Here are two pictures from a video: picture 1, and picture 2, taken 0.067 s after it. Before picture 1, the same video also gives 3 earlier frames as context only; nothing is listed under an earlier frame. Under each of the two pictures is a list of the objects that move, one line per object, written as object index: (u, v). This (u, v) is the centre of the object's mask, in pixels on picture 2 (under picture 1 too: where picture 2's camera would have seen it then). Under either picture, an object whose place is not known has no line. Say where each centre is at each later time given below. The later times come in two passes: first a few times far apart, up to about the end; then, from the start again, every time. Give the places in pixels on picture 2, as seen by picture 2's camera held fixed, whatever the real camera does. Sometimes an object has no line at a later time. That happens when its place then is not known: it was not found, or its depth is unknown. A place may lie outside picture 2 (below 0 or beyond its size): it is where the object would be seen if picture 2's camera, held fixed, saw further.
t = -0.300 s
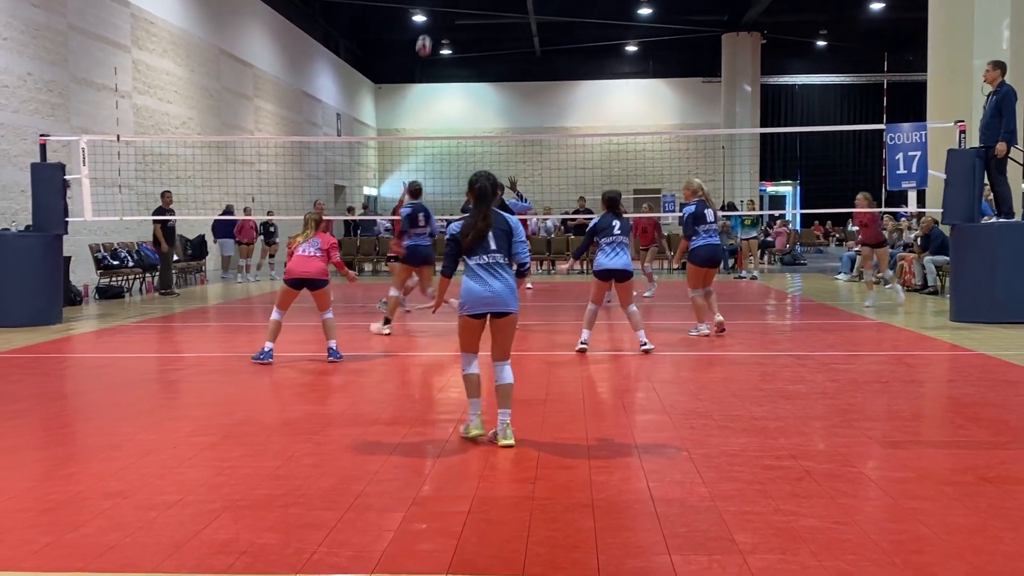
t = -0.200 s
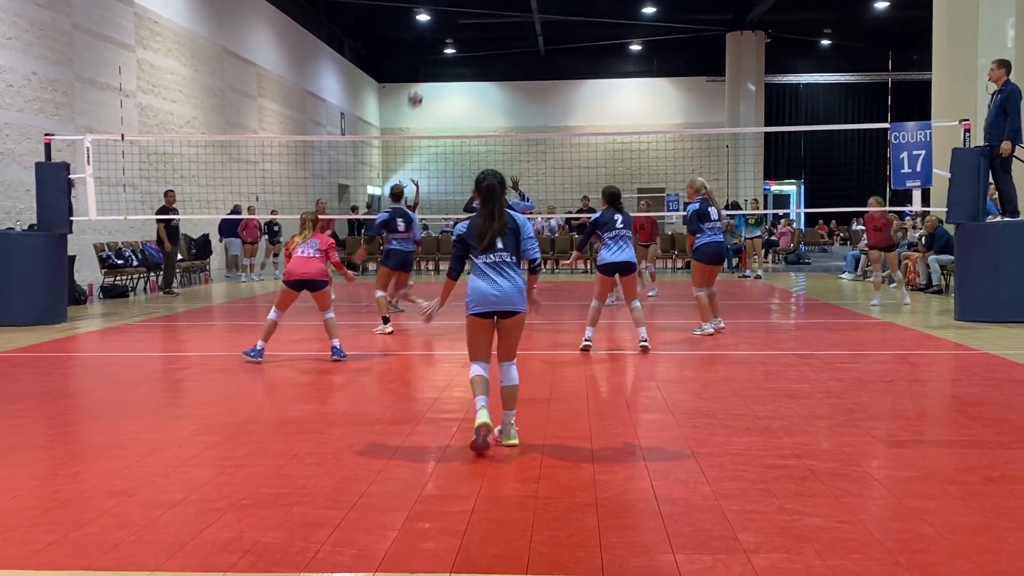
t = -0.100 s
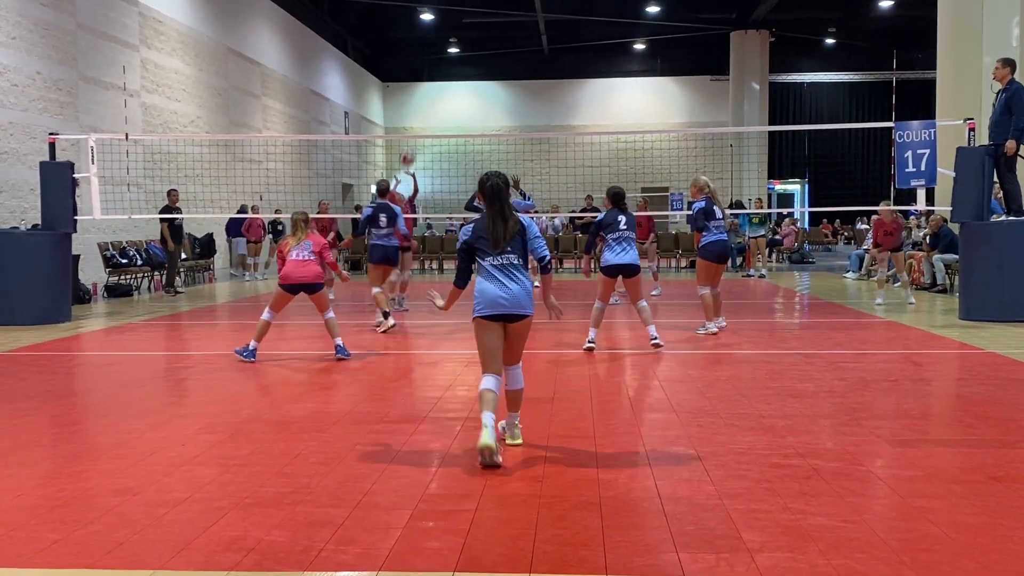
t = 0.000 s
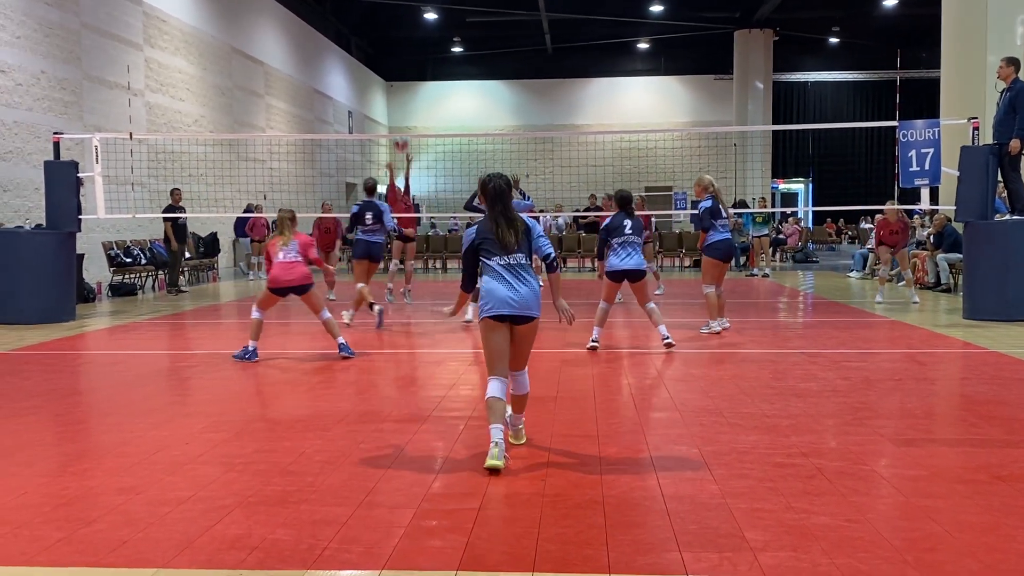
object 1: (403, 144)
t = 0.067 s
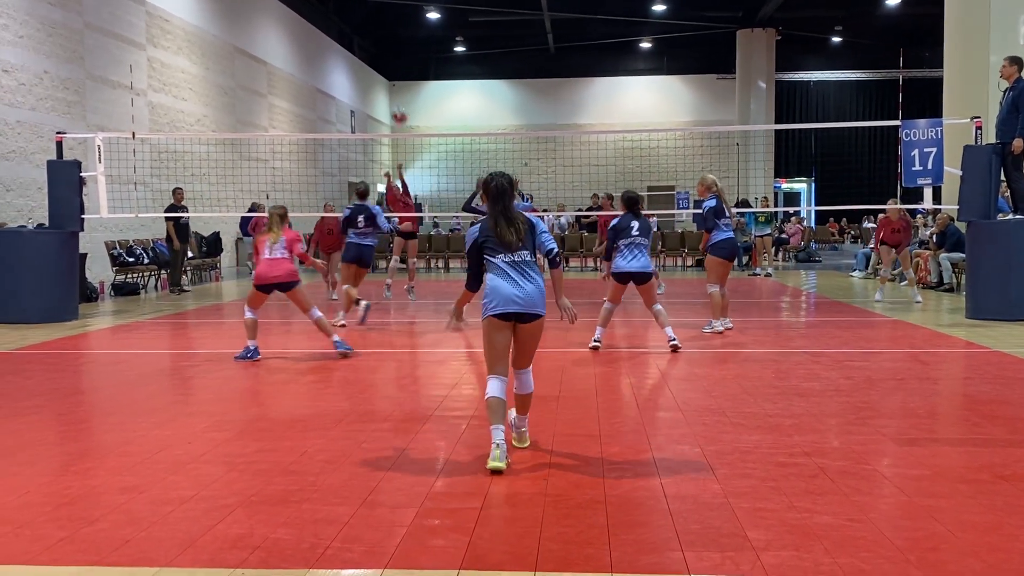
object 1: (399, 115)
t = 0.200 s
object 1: (391, 71)
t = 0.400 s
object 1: (378, 28)
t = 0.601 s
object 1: (364, 16)
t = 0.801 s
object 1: (347, 42)
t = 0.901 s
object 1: (339, 72)
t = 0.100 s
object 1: (397, 102)
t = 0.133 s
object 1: (395, 91)
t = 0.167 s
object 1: (394, 81)
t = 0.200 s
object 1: (391, 71)
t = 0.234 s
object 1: (389, 62)
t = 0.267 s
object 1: (387, 54)
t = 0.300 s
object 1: (385, 46)
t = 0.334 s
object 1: (383, 39)
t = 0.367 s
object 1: (380, 33)
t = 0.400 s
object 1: (378, 28)
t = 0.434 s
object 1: (376, 24)
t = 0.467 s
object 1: (374, 20)
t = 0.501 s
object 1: (371, 17)
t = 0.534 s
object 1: (369, 16)
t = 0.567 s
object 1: (366, 15)
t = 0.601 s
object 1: (364, 16)
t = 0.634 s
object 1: (361, 17)
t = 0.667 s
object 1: (358, 20)
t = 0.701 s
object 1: (356, 24)
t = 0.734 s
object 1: (353, 28)
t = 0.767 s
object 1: (350, 35)
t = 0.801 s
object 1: (347, 42)
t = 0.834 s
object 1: (344, 50)
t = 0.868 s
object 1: (341, 61)
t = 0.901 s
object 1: (339, 72)
